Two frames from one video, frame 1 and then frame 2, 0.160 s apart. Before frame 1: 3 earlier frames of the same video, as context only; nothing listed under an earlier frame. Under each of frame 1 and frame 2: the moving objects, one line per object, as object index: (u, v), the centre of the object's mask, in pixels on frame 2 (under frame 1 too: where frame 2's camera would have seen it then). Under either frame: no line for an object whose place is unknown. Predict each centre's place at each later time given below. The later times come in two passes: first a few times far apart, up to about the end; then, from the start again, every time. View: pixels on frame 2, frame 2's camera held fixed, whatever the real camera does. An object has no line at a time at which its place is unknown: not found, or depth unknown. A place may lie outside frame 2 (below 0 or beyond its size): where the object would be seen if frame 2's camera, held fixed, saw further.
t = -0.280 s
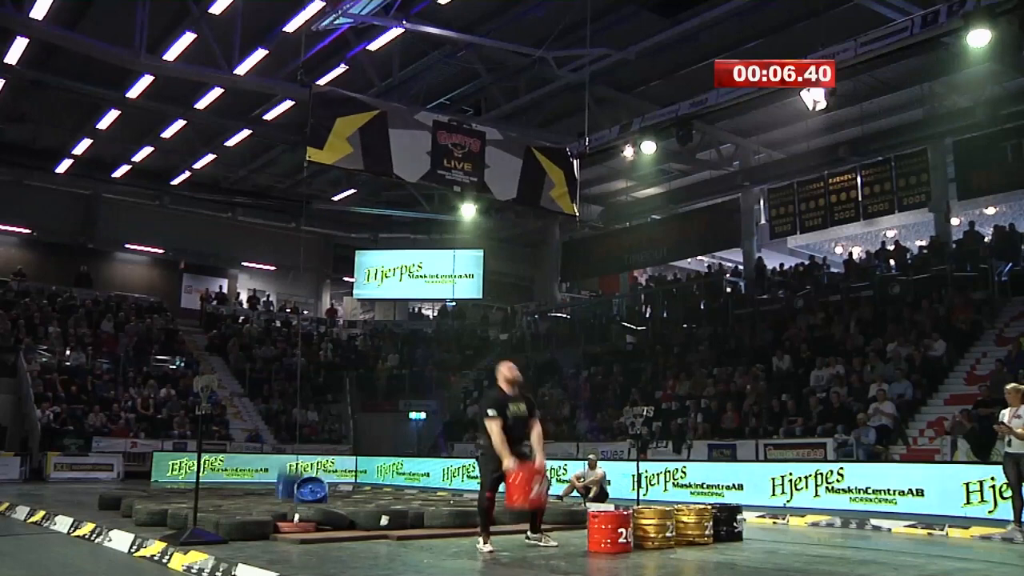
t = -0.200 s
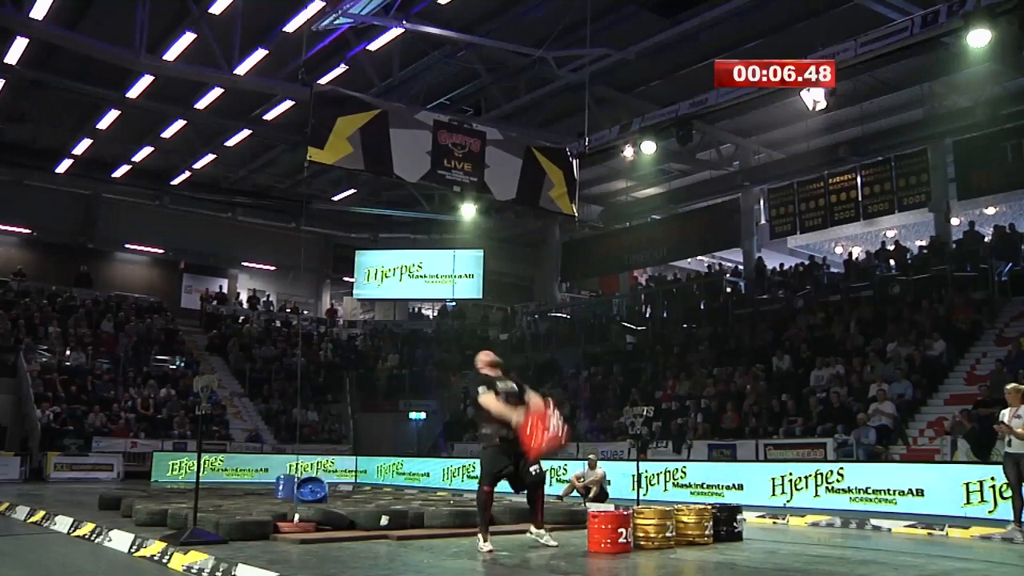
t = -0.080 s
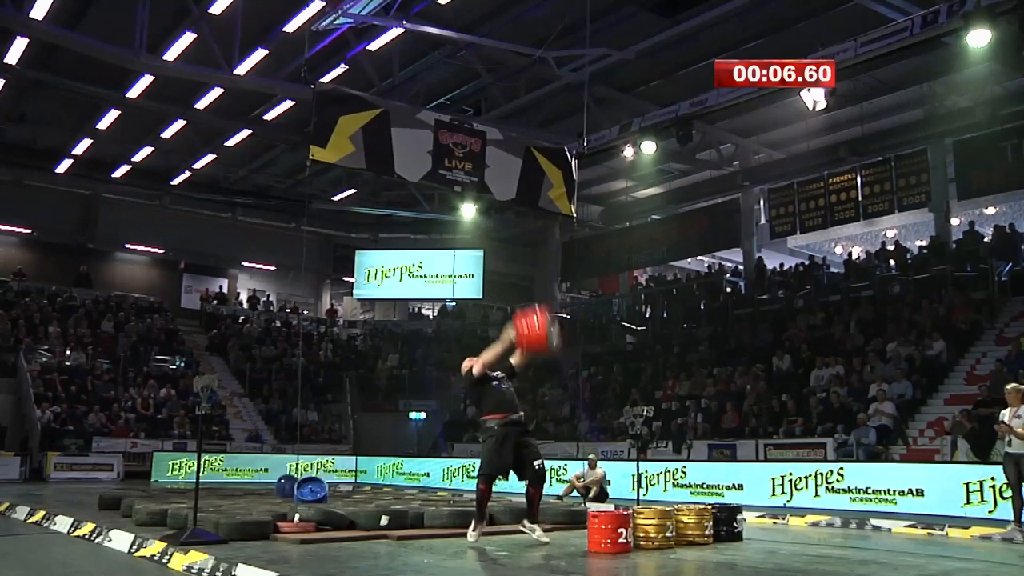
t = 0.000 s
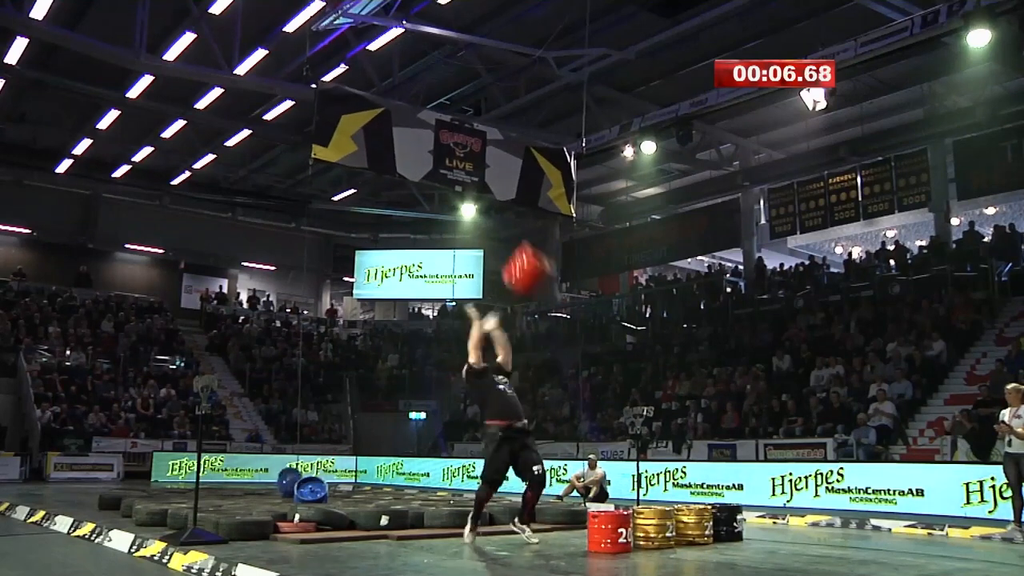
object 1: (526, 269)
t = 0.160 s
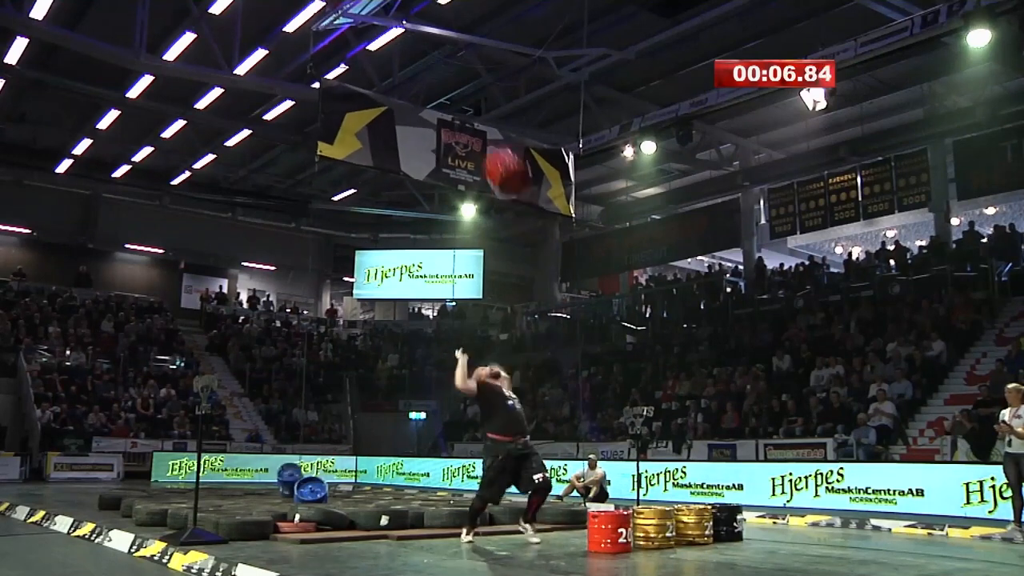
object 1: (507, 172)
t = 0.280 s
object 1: (487, 122)
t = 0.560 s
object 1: (446, 69)
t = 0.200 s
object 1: (500, 152)
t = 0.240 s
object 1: (494, 135)
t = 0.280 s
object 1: (487, 122)
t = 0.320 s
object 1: (482, 109)
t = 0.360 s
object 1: (475, 99)
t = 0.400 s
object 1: (470, 90)
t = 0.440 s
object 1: (464, 80)
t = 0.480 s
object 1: (458, 75)
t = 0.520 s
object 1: (453, 72)
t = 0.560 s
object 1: (446, 69)
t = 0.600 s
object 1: (441, 69)
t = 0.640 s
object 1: (437, 69)
